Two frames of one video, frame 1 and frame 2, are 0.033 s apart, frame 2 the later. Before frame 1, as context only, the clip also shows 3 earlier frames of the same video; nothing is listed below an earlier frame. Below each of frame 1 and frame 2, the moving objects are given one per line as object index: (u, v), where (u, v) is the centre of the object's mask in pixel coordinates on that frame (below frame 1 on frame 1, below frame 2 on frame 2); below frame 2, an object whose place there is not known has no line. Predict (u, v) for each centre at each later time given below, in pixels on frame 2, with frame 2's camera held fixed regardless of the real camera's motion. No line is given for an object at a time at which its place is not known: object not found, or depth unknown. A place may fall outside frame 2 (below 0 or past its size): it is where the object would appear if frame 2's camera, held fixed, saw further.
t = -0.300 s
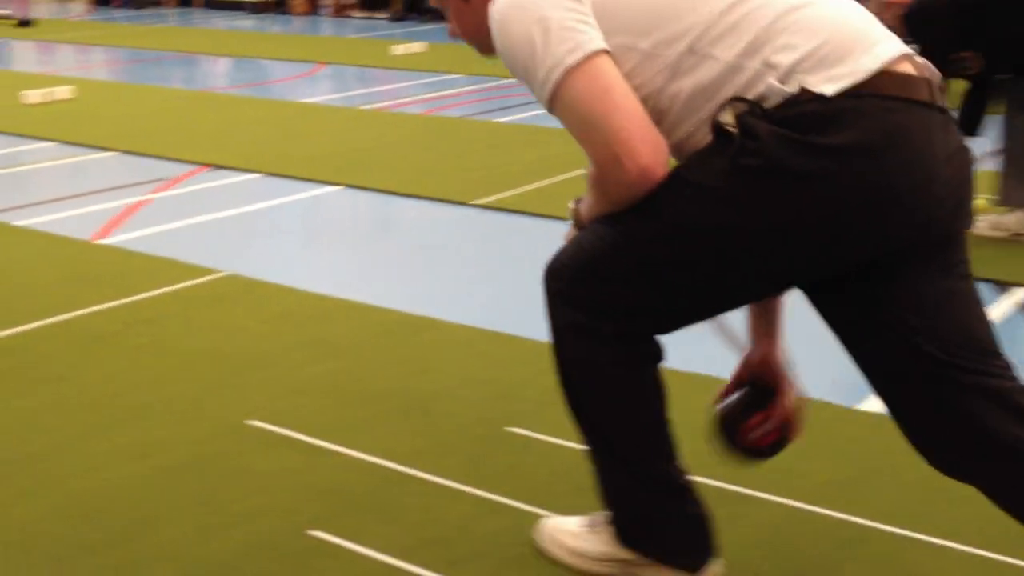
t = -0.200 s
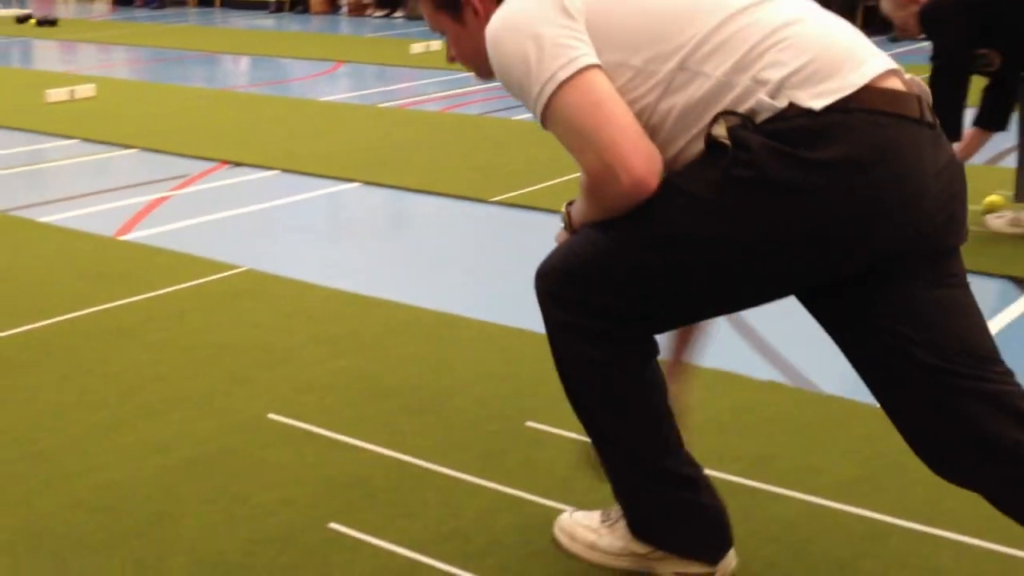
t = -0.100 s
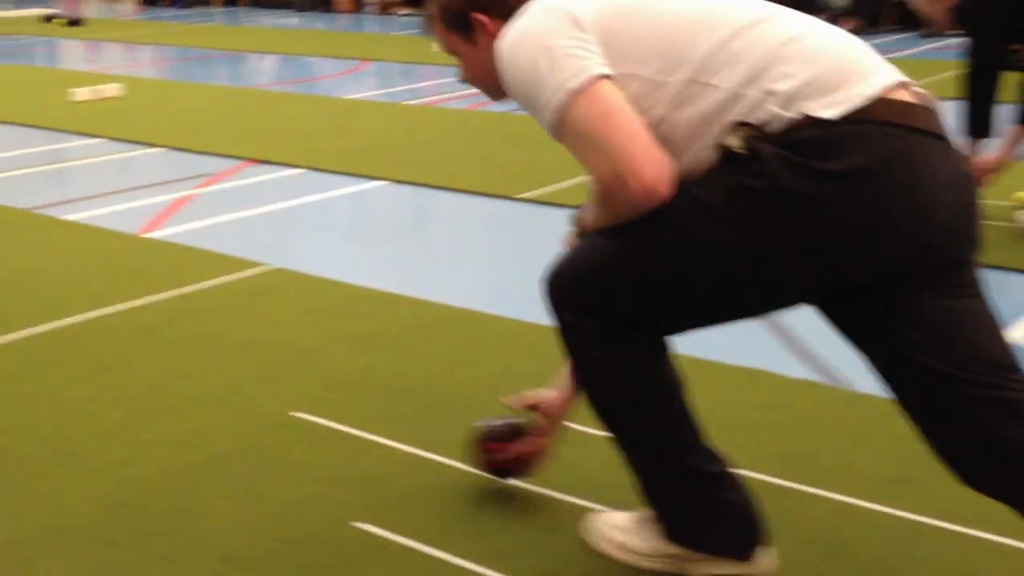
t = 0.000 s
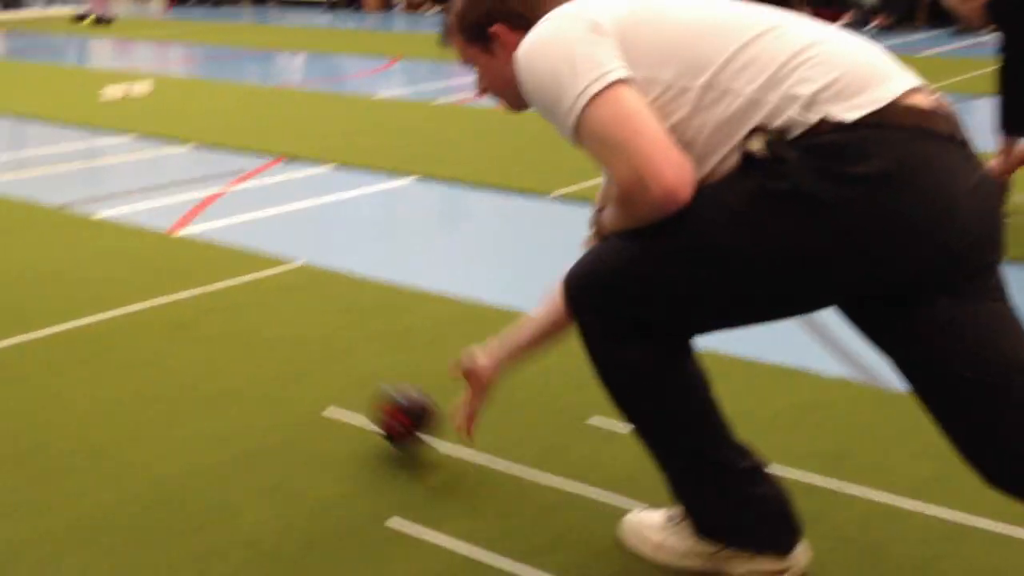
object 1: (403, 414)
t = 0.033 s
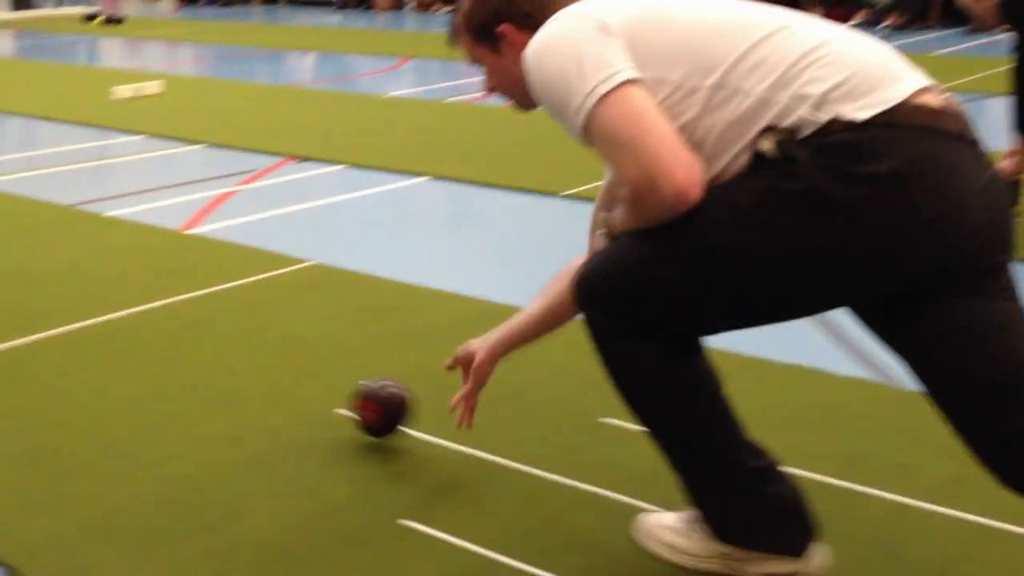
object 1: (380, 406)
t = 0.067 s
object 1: (348, 403)
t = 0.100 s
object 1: (314, 401)
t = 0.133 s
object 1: (287, 390)
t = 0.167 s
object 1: (258, 382)
